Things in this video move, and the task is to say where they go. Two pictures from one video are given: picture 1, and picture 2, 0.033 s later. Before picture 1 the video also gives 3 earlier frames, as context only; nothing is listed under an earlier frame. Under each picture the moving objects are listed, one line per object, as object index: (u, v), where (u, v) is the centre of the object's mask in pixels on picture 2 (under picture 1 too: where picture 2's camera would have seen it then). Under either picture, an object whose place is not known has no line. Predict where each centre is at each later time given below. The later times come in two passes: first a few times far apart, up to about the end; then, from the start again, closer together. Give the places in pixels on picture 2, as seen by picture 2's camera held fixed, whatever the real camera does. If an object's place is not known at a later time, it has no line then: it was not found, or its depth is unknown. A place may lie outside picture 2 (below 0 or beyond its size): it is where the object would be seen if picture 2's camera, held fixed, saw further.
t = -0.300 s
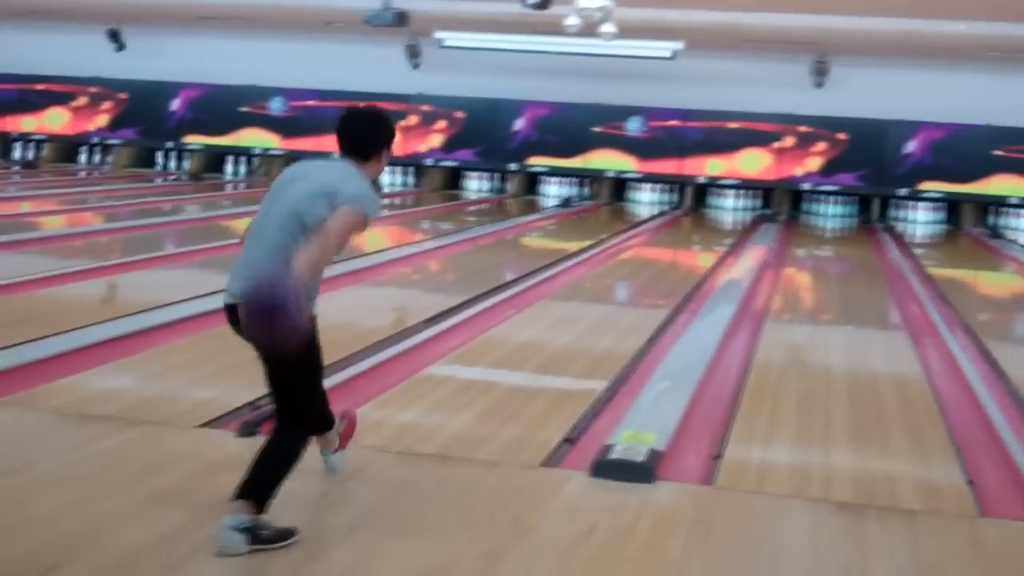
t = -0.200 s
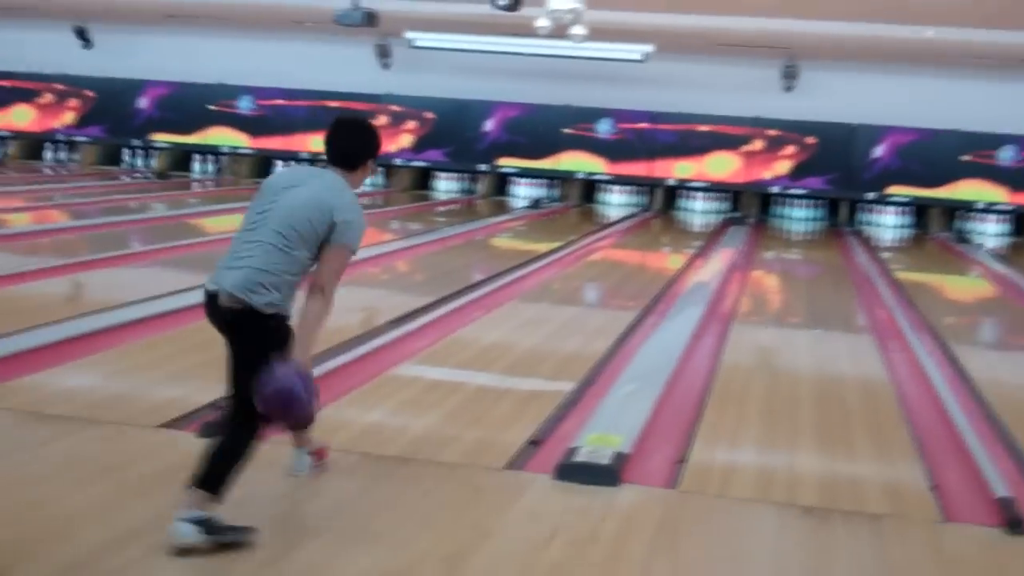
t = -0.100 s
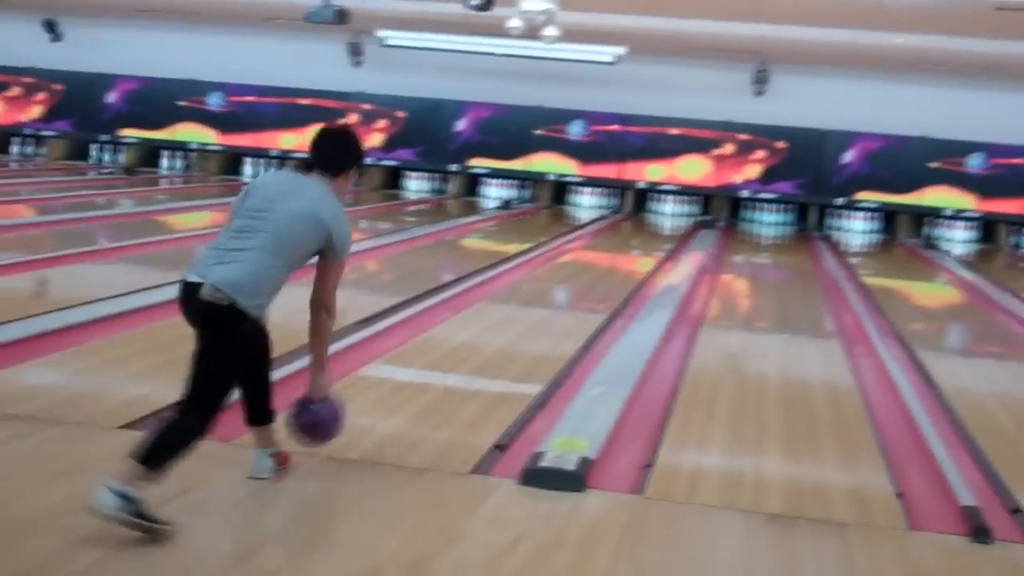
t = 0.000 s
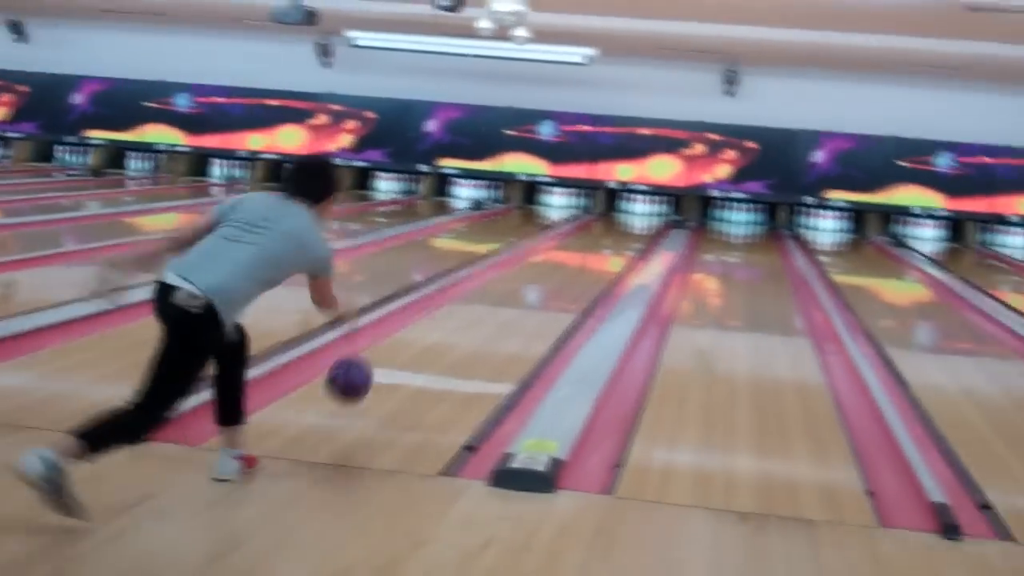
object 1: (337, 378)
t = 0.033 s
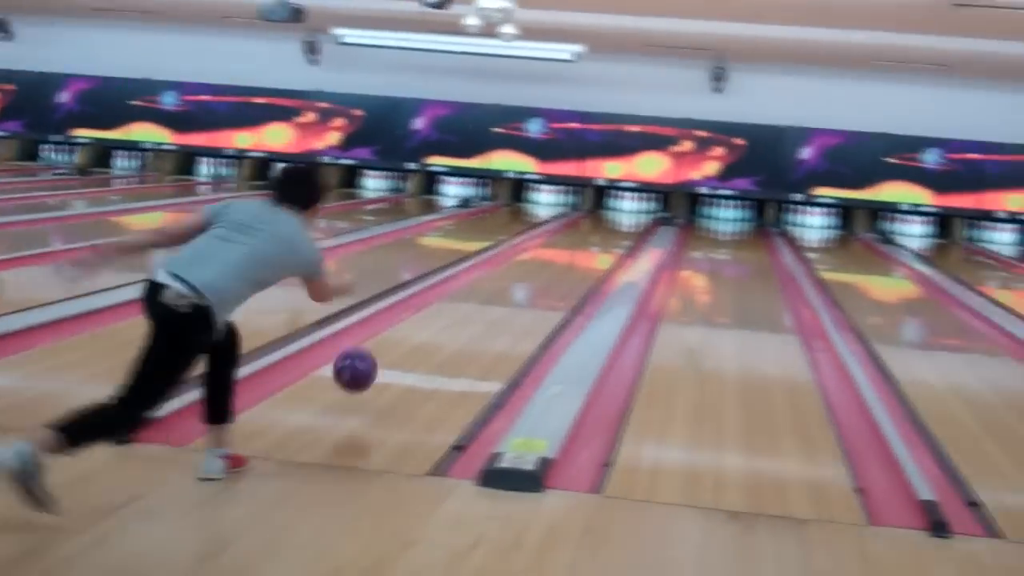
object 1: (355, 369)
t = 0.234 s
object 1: (436, 335)
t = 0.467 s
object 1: (493, 299)
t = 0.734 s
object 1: (535, 271)
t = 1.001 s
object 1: (563, 251)
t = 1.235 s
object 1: (581, 239)
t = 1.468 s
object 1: (593, 228)
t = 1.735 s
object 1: (605, 221)
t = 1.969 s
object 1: (615, 215)
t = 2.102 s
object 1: (619, 211)
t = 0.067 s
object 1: (371, 363)
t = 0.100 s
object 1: (386, 360)
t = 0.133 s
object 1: (400, 359)
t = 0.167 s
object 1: (412, 351)
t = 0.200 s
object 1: (424, 343)
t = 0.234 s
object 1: (436, 335)
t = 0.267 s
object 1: (446, 331)
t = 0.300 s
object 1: (456, 324)
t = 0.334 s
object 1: (464, 318)
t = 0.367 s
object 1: (472, 313)
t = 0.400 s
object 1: (479, 307)
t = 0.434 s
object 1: (487, 303)
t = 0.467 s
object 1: (493, 299)
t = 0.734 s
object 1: (535, 271)
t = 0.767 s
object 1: (539, 268)
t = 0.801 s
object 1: (543, 266)
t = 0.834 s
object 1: (547, 263)
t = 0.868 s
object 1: (551, 261)
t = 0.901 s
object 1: (554, 258)
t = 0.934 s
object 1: (557, 256)
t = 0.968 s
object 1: (560, 253)
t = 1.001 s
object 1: (563, 251)
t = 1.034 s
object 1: (566, 249)
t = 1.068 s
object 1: (568, 248)
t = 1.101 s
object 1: (571, 245)
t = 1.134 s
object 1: (574, 244)
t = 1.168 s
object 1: (576, 242)
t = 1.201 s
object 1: (578, 241)
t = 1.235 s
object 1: (581, 239)
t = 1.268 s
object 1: (583, 237)
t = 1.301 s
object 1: (585, 236)
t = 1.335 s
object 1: (586, 234)
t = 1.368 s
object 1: (589, 232)
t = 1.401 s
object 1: (591, 230)
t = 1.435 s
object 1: (592, 229)
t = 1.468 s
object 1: (593, 228)
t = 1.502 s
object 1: (595, 227)
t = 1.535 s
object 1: (597, 226)
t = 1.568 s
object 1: (598, 225)
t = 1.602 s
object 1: (600, 224)
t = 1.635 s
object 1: (603, 222)
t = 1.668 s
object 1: (603, 221)
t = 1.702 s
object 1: (605, 221)
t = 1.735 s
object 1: (605, 221)
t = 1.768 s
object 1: (608, 219)
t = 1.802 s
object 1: (609, 218)
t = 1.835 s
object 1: (610, 219)
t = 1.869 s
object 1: (610, 218)
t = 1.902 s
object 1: (611, 217)
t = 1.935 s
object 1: (612, 217)
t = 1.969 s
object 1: (615, 215)
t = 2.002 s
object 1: (616, 213)
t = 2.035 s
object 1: (617, 213)
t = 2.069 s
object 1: (618, 212)
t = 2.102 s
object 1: (619, 211)
